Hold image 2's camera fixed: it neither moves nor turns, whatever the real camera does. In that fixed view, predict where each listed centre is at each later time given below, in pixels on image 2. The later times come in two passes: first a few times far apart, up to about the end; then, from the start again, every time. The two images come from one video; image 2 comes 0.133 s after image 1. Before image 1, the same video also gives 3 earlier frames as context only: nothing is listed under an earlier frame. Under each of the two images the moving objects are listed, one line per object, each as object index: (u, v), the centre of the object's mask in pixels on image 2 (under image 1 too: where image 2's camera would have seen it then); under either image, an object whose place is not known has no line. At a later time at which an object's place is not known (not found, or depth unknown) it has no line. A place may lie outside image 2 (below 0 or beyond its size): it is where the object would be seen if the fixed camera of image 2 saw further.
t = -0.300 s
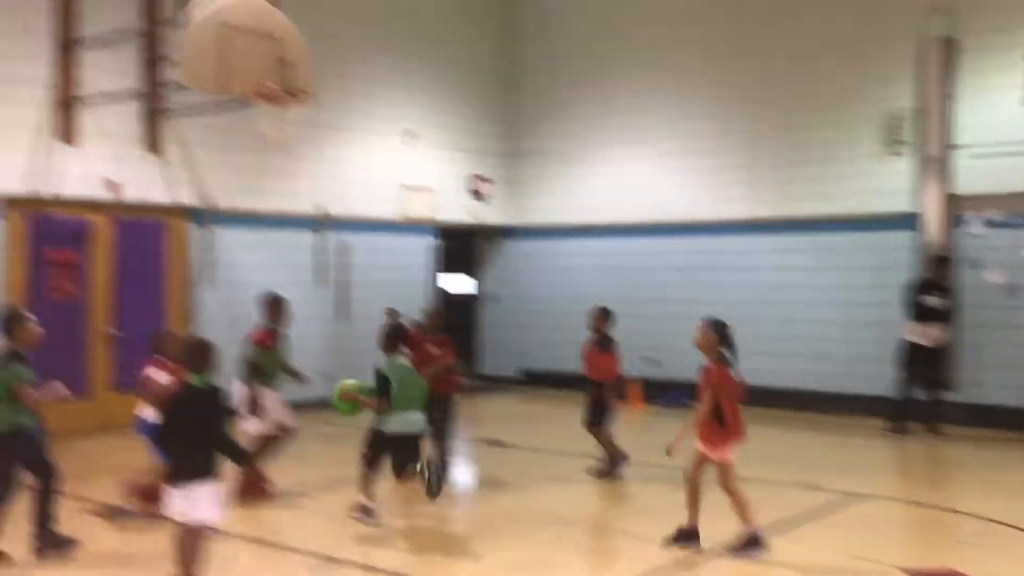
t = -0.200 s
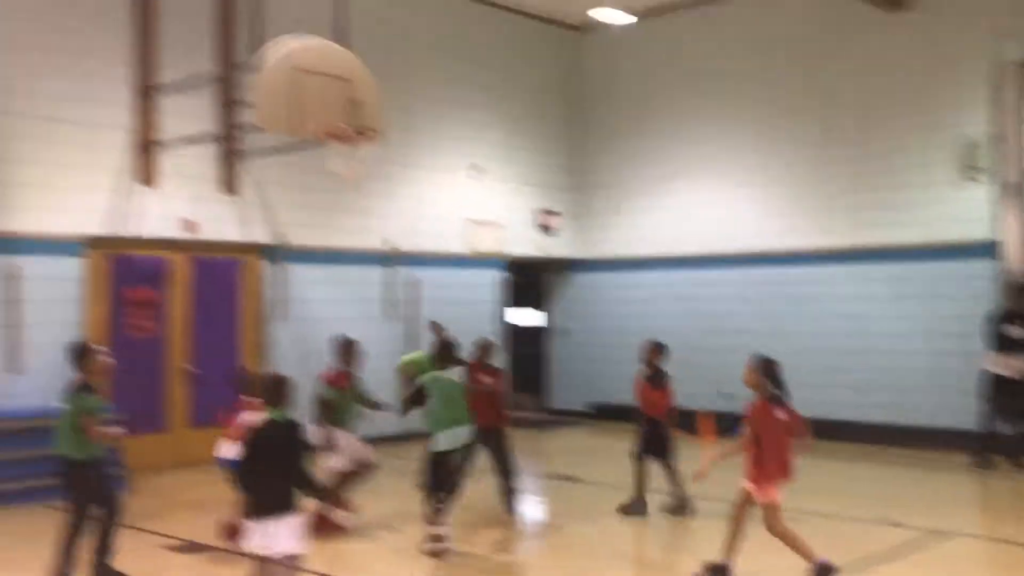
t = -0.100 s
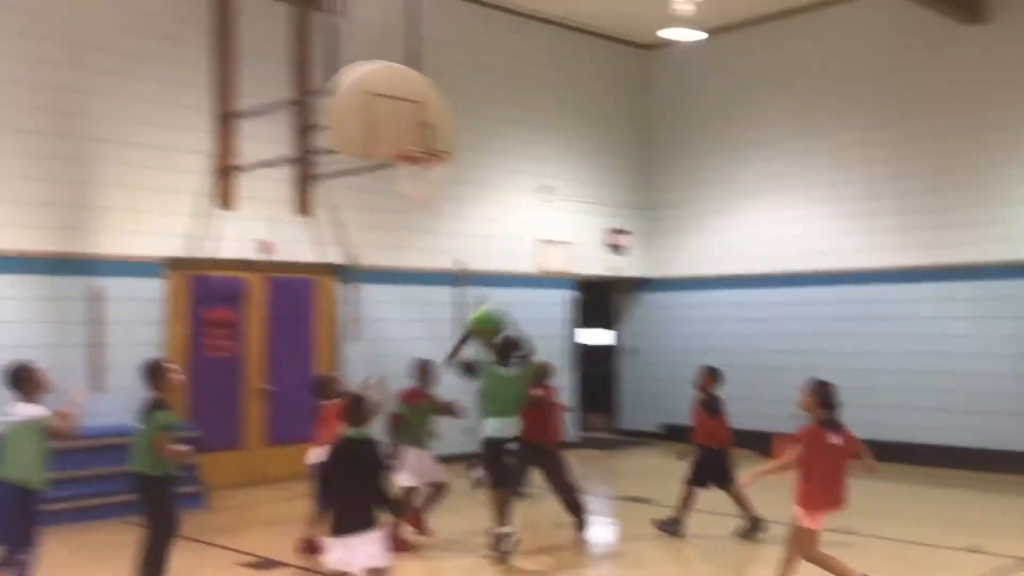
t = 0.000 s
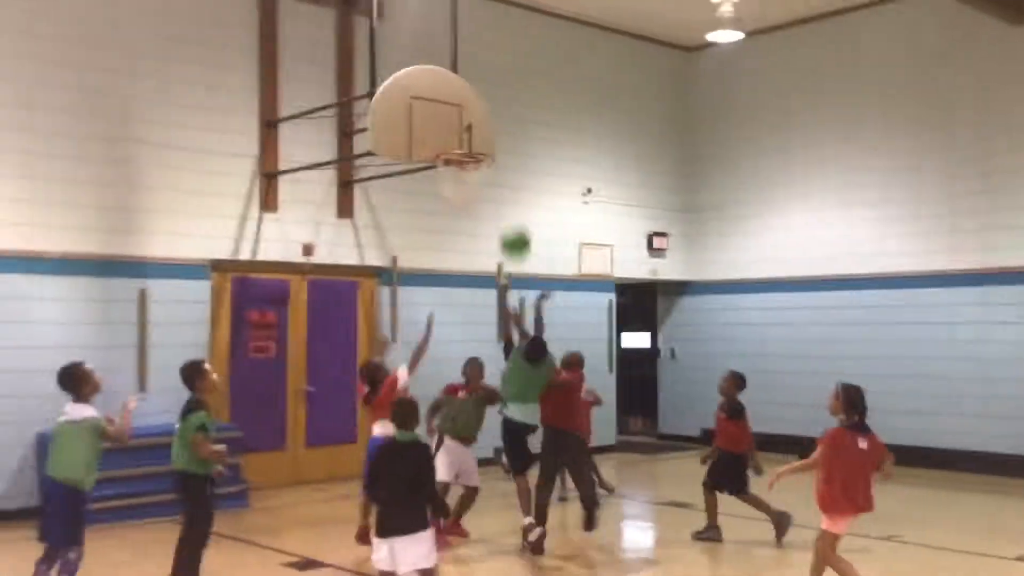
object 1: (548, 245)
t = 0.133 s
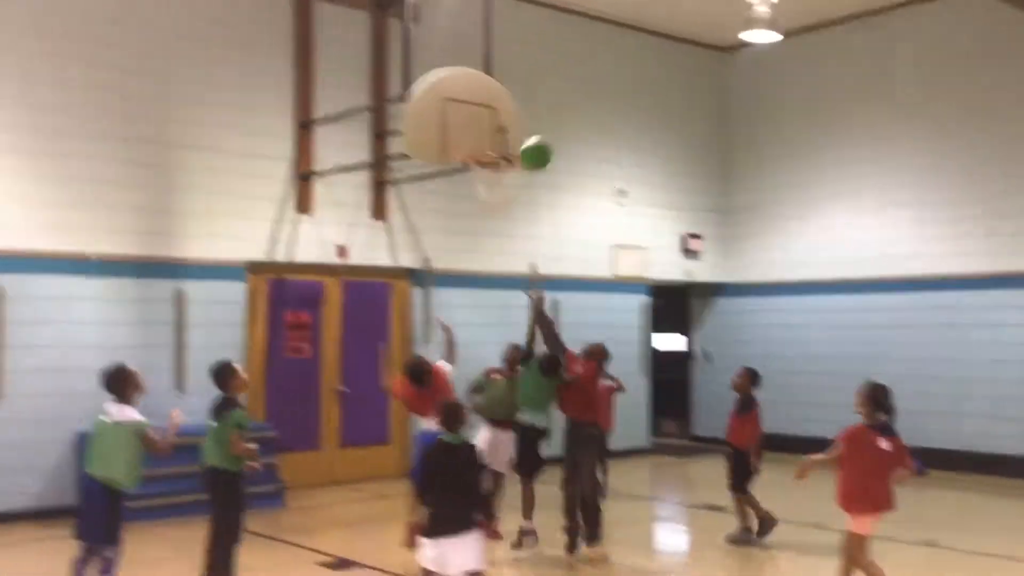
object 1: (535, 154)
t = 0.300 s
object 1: (520, 81)
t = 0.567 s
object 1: (497, 45)
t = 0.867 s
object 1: (476, 107)
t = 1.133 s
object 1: (474, 118)
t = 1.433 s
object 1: (488, 139)
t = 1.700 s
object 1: (494, 156)
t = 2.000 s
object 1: (493, 201)
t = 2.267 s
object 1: (488, 278)
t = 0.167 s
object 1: (532, 136)
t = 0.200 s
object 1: (529, 119)
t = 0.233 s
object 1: (526, 104)
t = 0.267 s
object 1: (523, 92)
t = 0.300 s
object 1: (520, 81)
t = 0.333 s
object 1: (517, 71)
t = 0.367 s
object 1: (514, 63)
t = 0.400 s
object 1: (511, 57)
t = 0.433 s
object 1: (508, 52)
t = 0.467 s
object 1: (505, 48)
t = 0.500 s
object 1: (503, 46)
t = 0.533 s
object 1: (500, 45)
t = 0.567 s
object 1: (497, 45)
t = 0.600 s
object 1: (494, 47)
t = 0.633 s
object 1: (492, 50)
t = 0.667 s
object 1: (490, 54)
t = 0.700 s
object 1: (488, 60)
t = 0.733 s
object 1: (485, 67)
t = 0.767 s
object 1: (483, 75)
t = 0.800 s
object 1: (481, 85)
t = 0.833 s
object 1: (478, 95)
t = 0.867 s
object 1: (476, 107)
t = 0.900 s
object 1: (474, 120)
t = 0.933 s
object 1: (472, 133)
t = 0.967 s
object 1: (469, 144)
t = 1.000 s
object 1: (467, 138)
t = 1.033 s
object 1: (469, 130)
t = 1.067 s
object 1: (470, 125)
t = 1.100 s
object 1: (472, 121)
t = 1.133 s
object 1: (474, 118)
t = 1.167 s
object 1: (477, 117)
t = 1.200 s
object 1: (478, 116)
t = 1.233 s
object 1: (480, 117)
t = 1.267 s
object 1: (481, 119)
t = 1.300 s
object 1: (484, 122)
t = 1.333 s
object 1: (486, 127)
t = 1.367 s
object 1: (487, 133)
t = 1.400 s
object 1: (488, 140)
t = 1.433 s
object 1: (488, 139)
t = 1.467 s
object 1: (489, 137)
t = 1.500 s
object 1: (490, 136)
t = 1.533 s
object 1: (490, 137)
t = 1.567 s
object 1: (491, 138)
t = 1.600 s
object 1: (493, 140)
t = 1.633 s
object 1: (493, 142)
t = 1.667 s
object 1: (494, 145)
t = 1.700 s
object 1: (494, 156)
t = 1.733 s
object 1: (493, 164)
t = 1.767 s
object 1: (495, 173)
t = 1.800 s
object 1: (496, 182)
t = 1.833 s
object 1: (495, 189)
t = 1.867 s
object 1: (495, 191)
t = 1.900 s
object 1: (495, 192)
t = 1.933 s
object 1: (495, 194)
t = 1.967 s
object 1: (494, 196)
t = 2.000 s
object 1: (493, 201)
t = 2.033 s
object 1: (492, 204)
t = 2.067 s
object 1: (491, 212)
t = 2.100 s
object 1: (491, 220)
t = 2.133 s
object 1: (490, 229)
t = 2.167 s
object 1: (490, 239)
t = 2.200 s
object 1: (489, 250)
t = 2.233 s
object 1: (488, 263)
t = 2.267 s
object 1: (488, 278)
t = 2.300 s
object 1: (487, 292)
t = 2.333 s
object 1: (487, 309)
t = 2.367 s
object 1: (486, 326)
